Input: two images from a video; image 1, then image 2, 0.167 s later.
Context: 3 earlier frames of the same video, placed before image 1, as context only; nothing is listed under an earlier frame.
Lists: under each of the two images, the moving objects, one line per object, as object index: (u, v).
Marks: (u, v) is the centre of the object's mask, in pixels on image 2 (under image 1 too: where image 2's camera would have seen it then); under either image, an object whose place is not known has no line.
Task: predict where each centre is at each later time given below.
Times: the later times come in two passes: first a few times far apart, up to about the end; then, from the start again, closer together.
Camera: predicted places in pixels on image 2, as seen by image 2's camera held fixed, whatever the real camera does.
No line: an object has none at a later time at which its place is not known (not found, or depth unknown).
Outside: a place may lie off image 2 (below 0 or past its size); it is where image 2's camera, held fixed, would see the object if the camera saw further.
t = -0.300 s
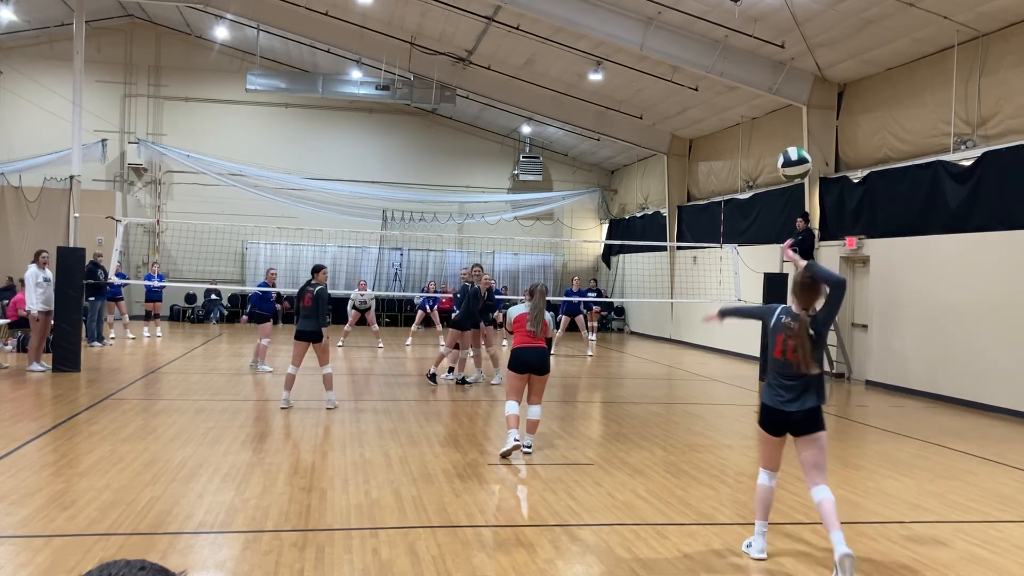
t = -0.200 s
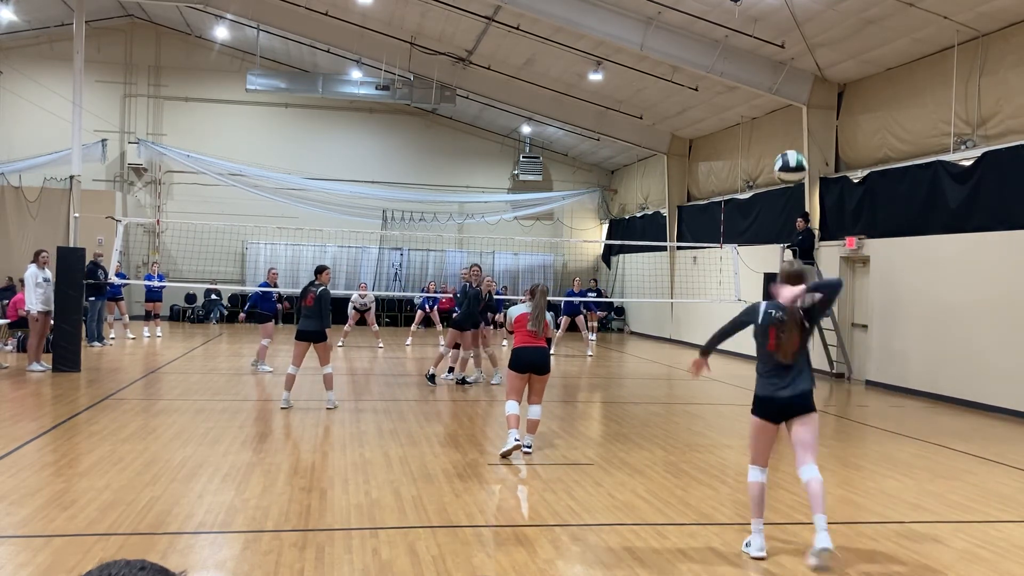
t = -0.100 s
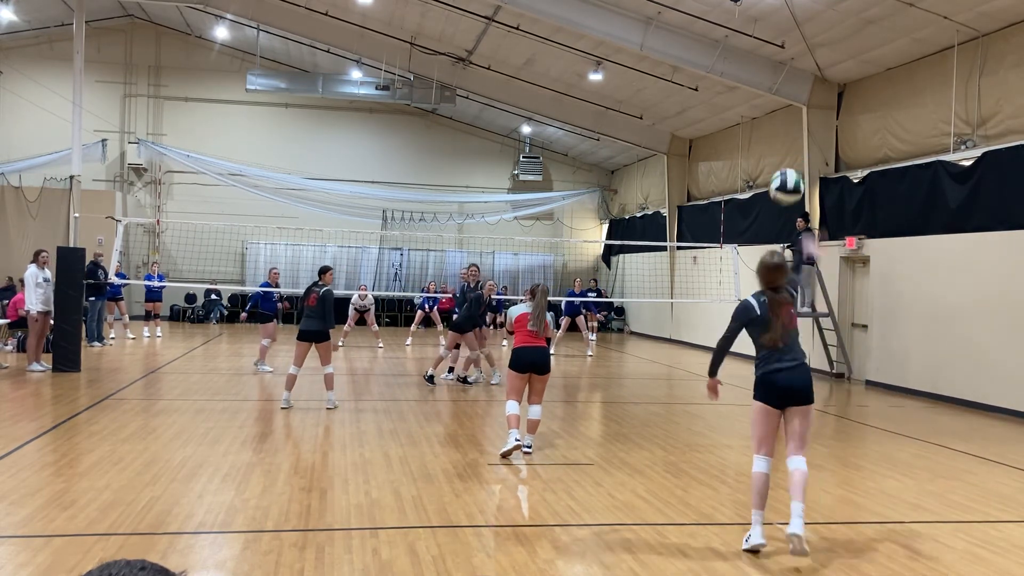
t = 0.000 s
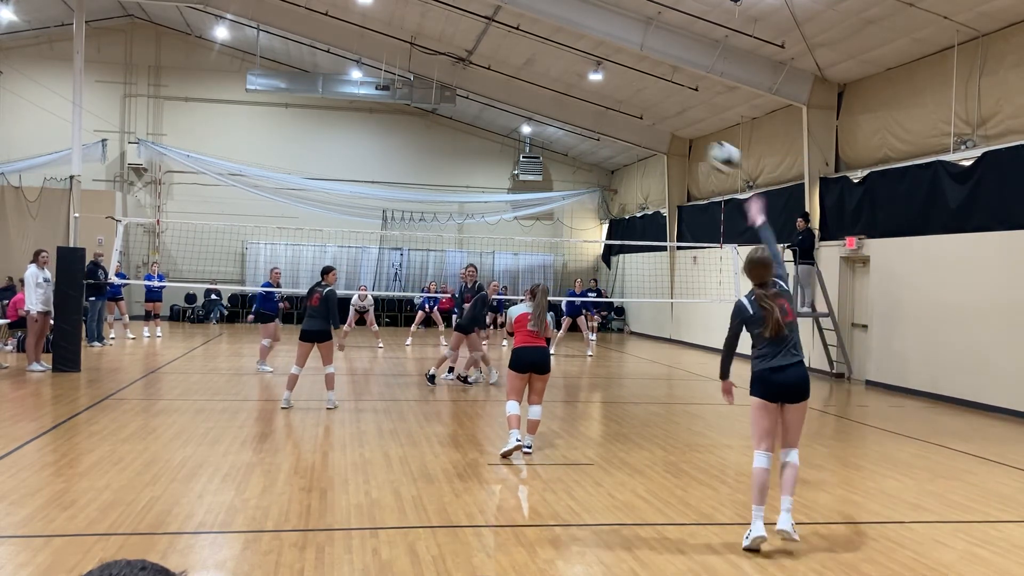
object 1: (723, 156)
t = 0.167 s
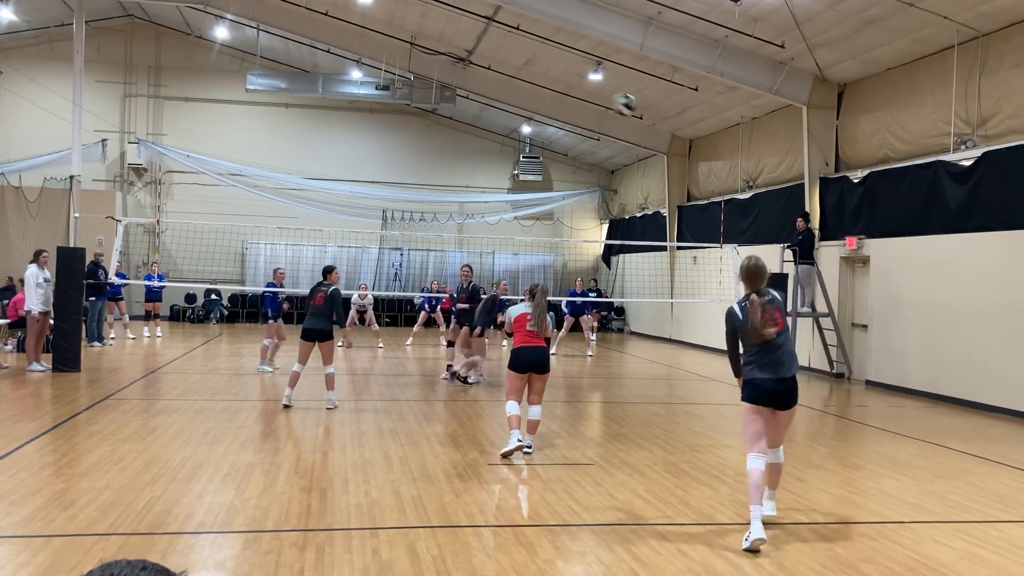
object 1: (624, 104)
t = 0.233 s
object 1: (599, 95)
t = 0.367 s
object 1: (557, 92)
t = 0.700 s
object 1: (494, 121)
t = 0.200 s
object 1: (611, 99)
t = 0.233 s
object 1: (599, 95)
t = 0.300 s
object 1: (576, 92)
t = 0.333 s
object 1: (566, 92)
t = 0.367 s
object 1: (557, 92)
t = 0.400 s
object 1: (548, 92)
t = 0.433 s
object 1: (540, 94)
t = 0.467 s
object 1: (532, 95)
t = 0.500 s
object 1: (525, 97)
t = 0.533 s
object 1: (519, 100)
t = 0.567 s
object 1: (514, 103)
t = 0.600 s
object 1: (508, 107)
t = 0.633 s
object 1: (503, 111)
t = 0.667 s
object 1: (498, 116)
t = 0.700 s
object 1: (494, 121)
